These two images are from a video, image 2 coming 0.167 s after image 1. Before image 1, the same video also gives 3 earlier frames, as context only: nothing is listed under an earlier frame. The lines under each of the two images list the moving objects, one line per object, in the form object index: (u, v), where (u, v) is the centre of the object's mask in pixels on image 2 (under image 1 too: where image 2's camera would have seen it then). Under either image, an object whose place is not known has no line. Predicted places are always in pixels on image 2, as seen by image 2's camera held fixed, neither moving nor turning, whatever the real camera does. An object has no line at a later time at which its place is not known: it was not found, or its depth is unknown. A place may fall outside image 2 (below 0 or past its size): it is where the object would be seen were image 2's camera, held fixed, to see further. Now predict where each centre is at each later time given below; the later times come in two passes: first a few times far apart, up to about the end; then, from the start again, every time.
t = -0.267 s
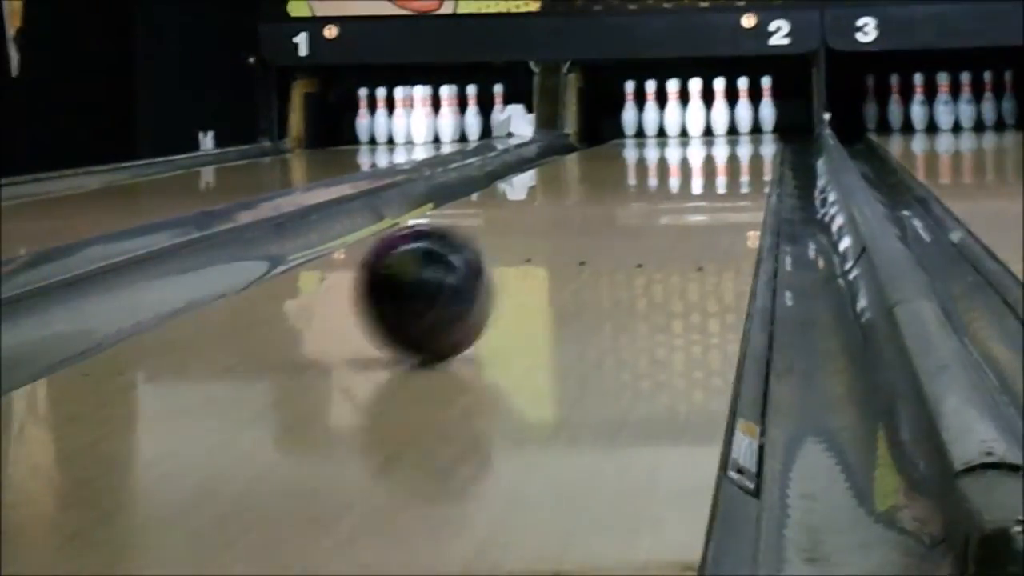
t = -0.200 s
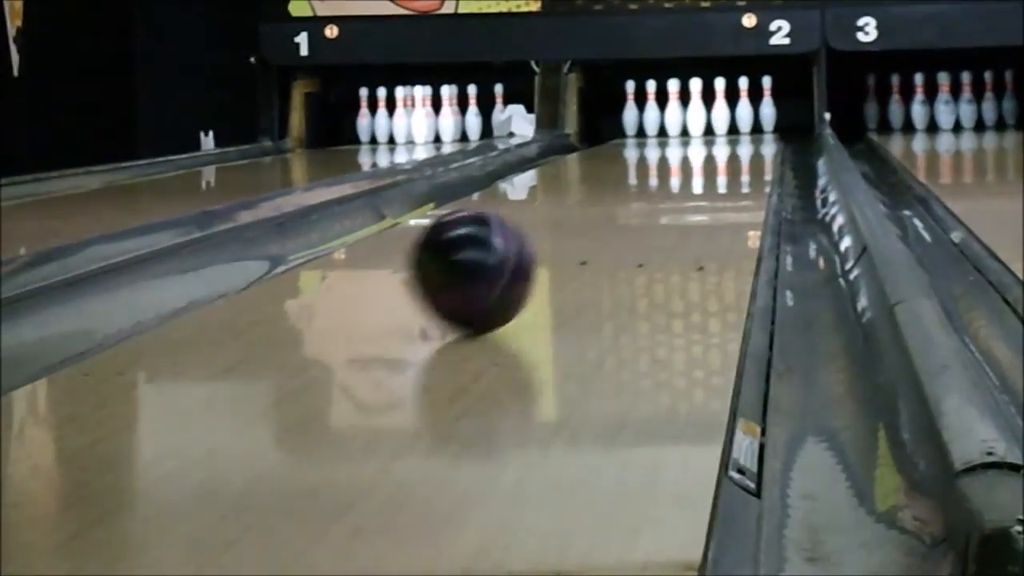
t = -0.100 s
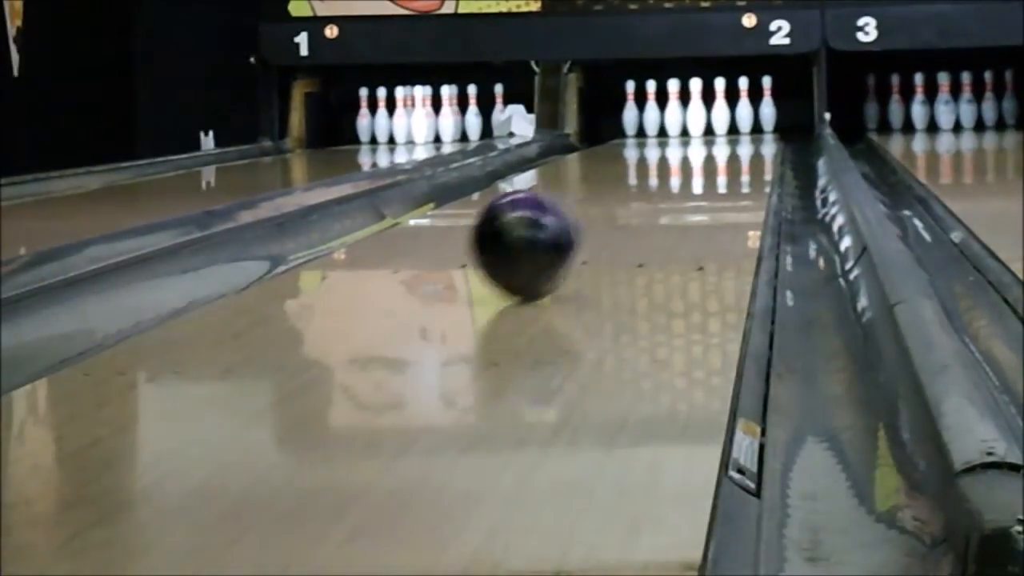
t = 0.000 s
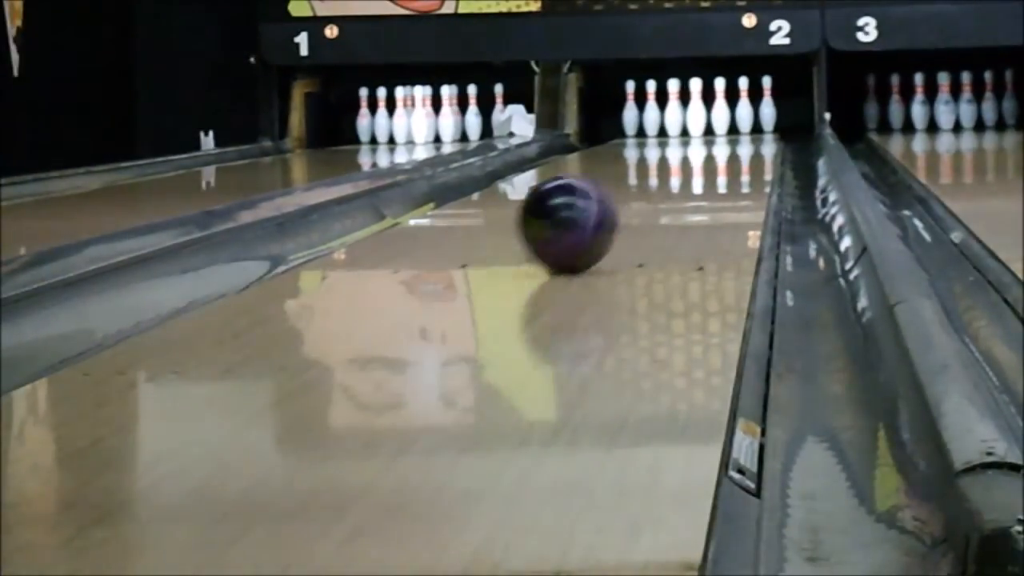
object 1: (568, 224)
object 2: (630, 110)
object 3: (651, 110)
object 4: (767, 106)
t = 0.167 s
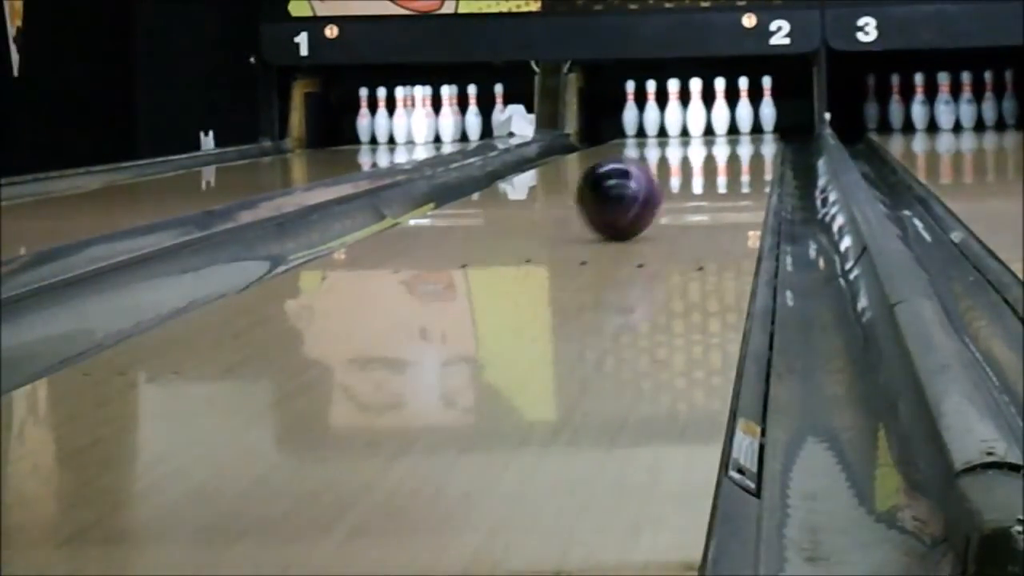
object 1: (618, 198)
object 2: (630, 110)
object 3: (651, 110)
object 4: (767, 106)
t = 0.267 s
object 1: (640, 186)
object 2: (630, 110)
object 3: (651, 110)
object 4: (767, 106)
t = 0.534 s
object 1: (684, 162)
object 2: (630, 110)
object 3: (651, 110)
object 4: (767, 106)
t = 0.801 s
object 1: (710, 147)
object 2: (630, 110)
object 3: (651, 110)
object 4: (767, 106)
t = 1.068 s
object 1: (726, 136)
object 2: (630, 110)
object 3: (651, 110)
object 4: (767, 106)
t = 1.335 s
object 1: (732, 128)
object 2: (630, 110)
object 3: (651, 110)
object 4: (767, 106)
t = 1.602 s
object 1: (727, 124)
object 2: (630, 110)
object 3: (651, 110)
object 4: (767, 106)
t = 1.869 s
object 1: (715, 121)
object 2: (630, 110)
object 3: (651, 110)
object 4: (767, 106)
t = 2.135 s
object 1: (708, 119)
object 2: (617, 110)
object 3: (642, 114)
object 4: (769, 107)
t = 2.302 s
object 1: (710, 119)
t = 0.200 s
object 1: (626, 194)
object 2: (630, 110)
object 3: (651, 110)
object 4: (767, 106)
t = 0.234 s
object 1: (634, 189)
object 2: (630, 110)
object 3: (651, 110)
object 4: (767, 106)
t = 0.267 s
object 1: (640, 186)
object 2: (630, 110)
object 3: (651, 110)
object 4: (767, 106)
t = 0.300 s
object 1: (646, 183)
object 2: (630, 110)
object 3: (651, 110)
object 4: (767, 106)
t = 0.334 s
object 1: (654, 179)
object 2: (630, 110)
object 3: (651, 110)
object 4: (767, 106)
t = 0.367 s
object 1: (659, 176)
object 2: (630, 110)
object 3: (651, 110)
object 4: (767, 106)
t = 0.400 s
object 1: (665, 173)
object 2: (630, 110)
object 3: (651, 110)
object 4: (767, 106)
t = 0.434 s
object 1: (670, 170)
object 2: (630, 110)
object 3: (651, 110)
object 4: (767, 106)
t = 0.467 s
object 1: (675, 168)
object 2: (630, 110)
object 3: (651, 110)
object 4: (767, 106)
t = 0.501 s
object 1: (680, 165)
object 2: (630, 110)
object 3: (651, 110)
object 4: (767, 106)
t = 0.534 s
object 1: (684, 162)
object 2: (630, 110)
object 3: (651, 110)
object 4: (767, 106)
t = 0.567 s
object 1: (688, 160)
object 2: (630, 110)
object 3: (651, 110)
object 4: (767, 106)
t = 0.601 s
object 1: (691, 158)
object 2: (630, 110)
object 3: (651, 110)
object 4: (767, 106)
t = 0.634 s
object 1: (695, 156)
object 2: (630, 110)
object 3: (651, 110)
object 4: (767, 106)
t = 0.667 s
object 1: (699, 154)
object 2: (630, 110)
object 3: (651, 110)
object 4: (767, 106)
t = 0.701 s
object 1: (702, 152)
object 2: (630, 110)
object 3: (651, 110)
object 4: (767, 106)
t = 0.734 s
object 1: (704, 151)
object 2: (630, 110)
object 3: (651, 110)
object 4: (767, 106)
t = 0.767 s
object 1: (708, 149)
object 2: (630, 110)
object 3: (651, 110)
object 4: (767, 106)
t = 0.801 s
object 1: (710, 147)
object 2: (630, 110)
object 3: (651, 110)
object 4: (767, 106)
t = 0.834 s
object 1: (713, 147)
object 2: (630, 110)
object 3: (651, 110)
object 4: (767, 106)
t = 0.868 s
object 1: (715, 145)
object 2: (630, 110)
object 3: (651, 110)
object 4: (767, 106)
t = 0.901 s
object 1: (717, 143)
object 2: (630, 110)
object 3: (651, 110)
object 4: (767, 106)
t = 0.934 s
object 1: (719, 142)
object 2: (630, 110)
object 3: (651, 110)
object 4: (767, 106)
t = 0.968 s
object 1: (721, 140)
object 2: (630, 110)
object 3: (651, 110)
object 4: (767, 106)
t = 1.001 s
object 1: (723, 139)
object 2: (630, 110)
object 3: (651, 110)
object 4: (767, 106)
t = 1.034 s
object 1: (725, 138)
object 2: (630, 110)
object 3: (651, 110)
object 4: (767, 106)
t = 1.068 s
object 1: (726, 136)
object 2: (630, 110)
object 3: (651, 110)
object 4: (767, 106)
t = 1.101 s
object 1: (727, 135)
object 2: (630, 110)
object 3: (651, 110)
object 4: (767, 106)
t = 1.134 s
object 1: (728, 134)
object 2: (630, 110)
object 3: (651, 110)
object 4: (767, 106)
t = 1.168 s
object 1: (730, 133)
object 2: (630, 110)
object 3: (651, 110)
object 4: (767, 106)
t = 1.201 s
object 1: (731, 132)
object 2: (630, 110)
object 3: (651, 110)
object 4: (767, 106)
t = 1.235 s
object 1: (731, 131)
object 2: (630, 110)
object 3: (651, 110)
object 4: (767, 106)
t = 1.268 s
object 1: (732, 130)
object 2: (630, 110)
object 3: (651, 110)
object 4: (767, 106)
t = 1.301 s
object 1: (733, 129)
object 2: (630, 110)
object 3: (651, 110)
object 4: (767, 106)
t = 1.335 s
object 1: (732, 128)
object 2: (630, 110)
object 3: (651, 110)
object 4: (767, 106)
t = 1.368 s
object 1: (732, 128)
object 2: (630, 110)
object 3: (651, 110)
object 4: (767, 106)
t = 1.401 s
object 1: (732, 127)
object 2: (630, 110)
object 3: (651, 110)
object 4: (767, 106)
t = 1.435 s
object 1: (732, 126)
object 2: (630, 110)
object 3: (651, 110)
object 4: (767, 106)
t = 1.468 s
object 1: (731, 126)
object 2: (630, 110)
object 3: (651, 110)
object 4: (767, 106)
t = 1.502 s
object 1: (730, 125)
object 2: (630, 110)
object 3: (651, 110)
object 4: (767, 106)
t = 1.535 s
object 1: (729, 125)
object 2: (630, 110)
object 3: (651, 110)
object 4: (767, 106)
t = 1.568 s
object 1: (728, 125)
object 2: (630, 110)
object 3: (651, 110)
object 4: (767, 106)
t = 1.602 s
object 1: (727, 124)
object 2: (630, 110)
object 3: (651, 110)
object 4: (767, 106)
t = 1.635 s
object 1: (726, 124)
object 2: (630, 110)
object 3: (651, 110)
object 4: (767, 106)
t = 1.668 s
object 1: (725, 124)
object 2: (630, 110)
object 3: (651, 110)
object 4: (767, 106)
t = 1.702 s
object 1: (724, 123)
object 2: (630, 110)
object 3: (651, 110)
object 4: (767, 106)
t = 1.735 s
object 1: (722, 123)
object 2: (630, 110)
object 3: (651, 110)
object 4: (767, 106)
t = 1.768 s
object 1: (720, 123)
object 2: (630, 110)
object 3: (651, 110)
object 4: (767, 106)
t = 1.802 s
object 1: (719, 122)
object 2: (630, 110)
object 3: (651, 110)
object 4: (767, 106)
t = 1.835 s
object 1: (717, 122)
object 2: (630, 110)
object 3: (651, 110)
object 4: (767, 106)
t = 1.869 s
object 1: (715, 121)
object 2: (630, 110)
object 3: (651, 110)
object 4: (767, 106)
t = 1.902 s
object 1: (713, 121)
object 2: (630, 110)
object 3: (651, 110)
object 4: (767, 106)
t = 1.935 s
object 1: (709, 121)
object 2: (630, 110)
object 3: (651, 110)
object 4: (767, 106)
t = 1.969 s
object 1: (707, 120)
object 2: (630, 110)
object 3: (651, 110)
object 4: (767, 106)
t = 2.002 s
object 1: (707, 120)
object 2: (630, 110)
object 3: (651, 109)
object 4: (767, 106)
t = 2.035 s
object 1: (708, 120)
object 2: (630, 110)
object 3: (650, 108)
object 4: (767, 106)
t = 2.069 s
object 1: (707, 120)
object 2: (630, 109)
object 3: (646, 106)
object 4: (767, 105)
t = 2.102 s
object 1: (707, 120)
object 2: (625, 108)
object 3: (647, 116)
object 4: (768, 105)
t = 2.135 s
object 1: (708, 119)
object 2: (617, 110)
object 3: (642, 114)
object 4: (769, 107)
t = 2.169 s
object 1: (709, 120)
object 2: (610, 116)
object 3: (640, 110)
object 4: (774, 106)
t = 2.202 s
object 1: (711, 120)
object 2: (601, 114)
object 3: (634, 103)
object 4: (779, 110)
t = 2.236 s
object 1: (710, 119)
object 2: (596, 115)
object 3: (625, 100)
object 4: (793, 108)
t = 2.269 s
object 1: (710, 119)
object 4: (795, 114)
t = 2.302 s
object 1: (710, 119)
